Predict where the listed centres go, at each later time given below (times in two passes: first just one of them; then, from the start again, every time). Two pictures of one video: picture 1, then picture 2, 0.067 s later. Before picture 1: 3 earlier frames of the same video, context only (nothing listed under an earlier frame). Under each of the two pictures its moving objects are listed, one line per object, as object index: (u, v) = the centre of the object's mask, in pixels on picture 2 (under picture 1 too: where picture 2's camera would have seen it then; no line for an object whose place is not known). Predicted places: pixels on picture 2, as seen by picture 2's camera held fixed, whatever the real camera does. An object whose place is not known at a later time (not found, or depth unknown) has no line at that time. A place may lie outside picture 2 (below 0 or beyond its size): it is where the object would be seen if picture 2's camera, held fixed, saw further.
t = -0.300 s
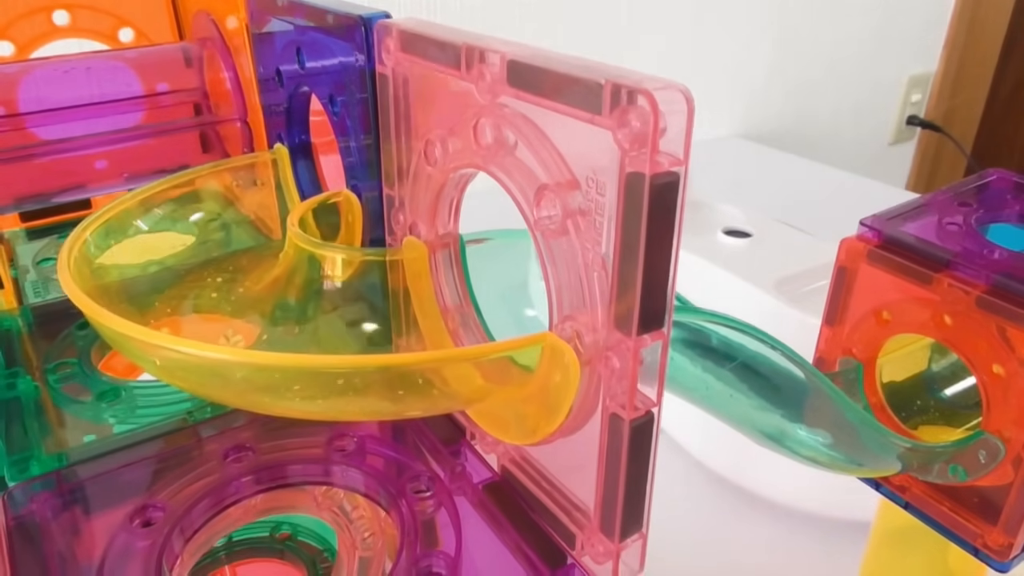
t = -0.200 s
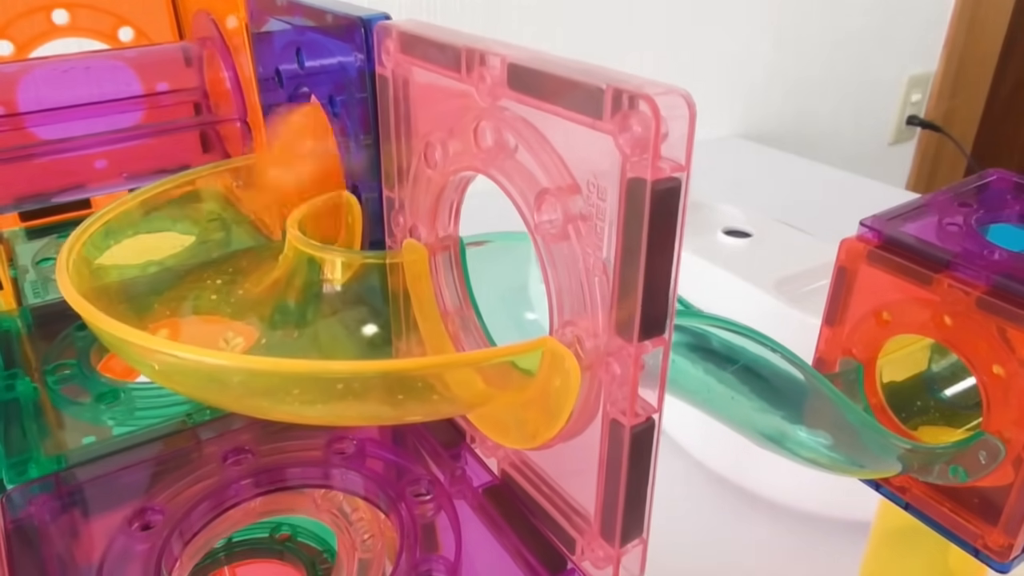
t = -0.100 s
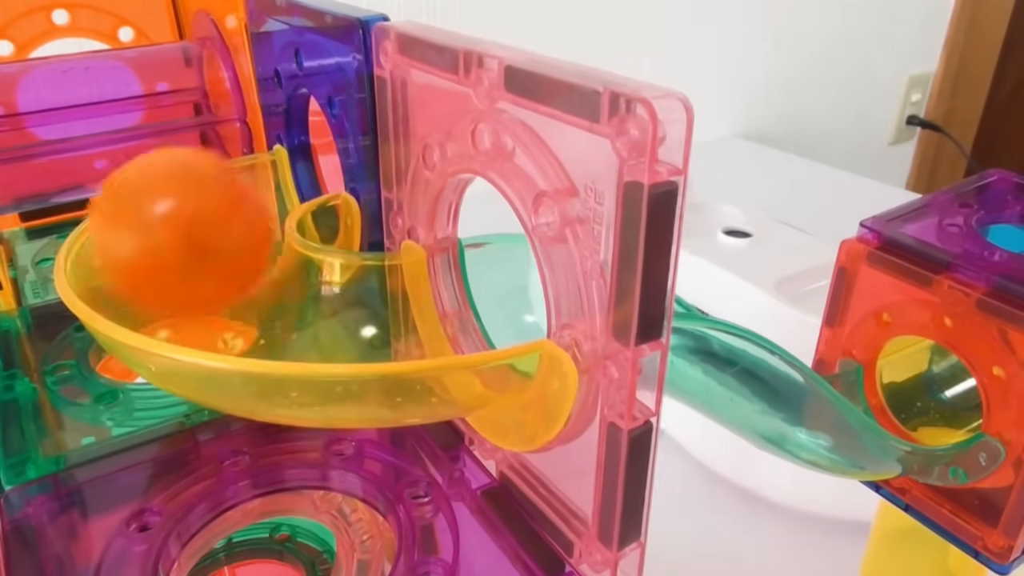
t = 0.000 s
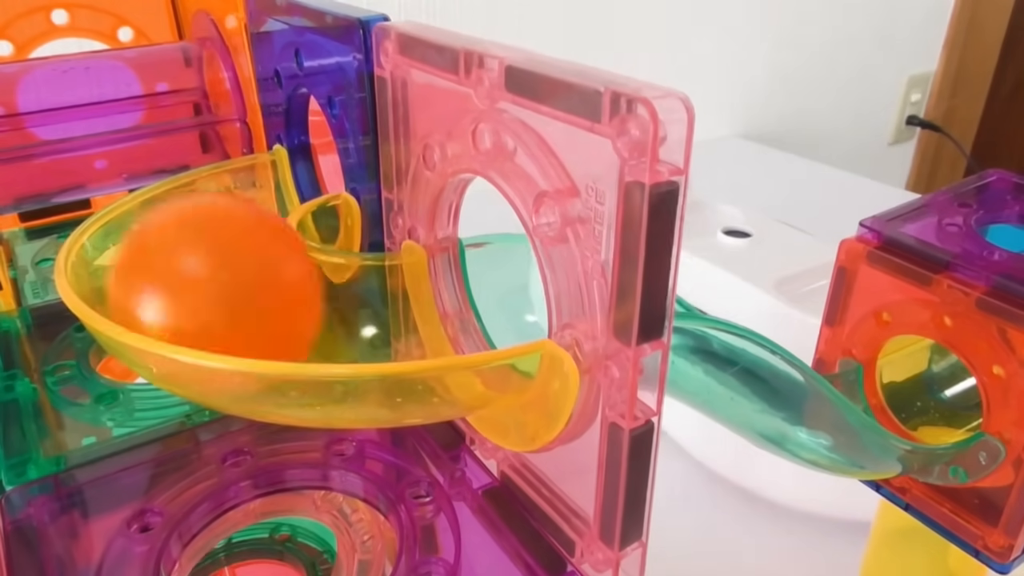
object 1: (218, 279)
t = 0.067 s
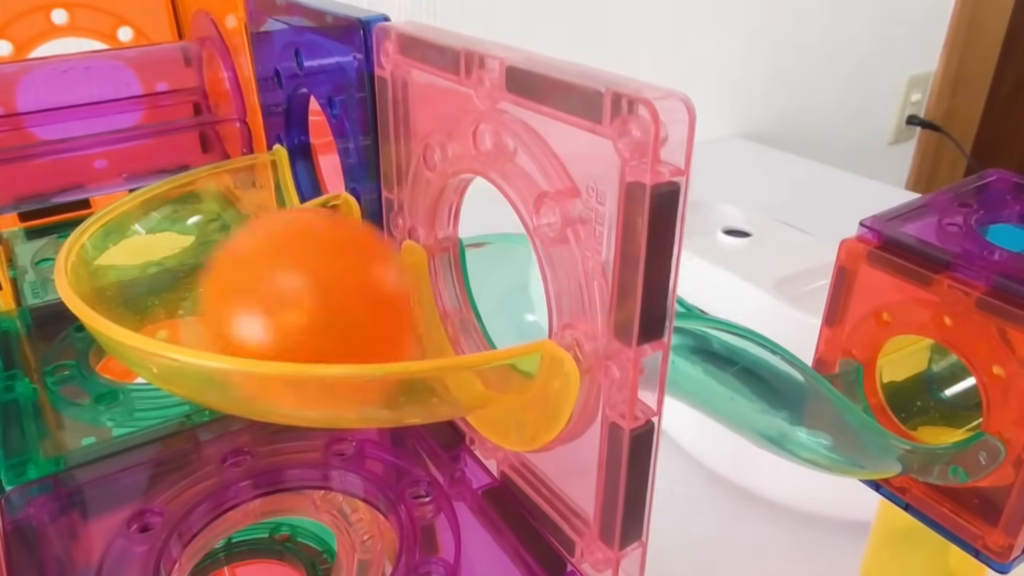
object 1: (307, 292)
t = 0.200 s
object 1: (487, 280)
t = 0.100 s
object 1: (363, 293)
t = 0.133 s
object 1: (421, 291)
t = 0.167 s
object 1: (460, 285)
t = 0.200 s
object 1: (487, 280)
